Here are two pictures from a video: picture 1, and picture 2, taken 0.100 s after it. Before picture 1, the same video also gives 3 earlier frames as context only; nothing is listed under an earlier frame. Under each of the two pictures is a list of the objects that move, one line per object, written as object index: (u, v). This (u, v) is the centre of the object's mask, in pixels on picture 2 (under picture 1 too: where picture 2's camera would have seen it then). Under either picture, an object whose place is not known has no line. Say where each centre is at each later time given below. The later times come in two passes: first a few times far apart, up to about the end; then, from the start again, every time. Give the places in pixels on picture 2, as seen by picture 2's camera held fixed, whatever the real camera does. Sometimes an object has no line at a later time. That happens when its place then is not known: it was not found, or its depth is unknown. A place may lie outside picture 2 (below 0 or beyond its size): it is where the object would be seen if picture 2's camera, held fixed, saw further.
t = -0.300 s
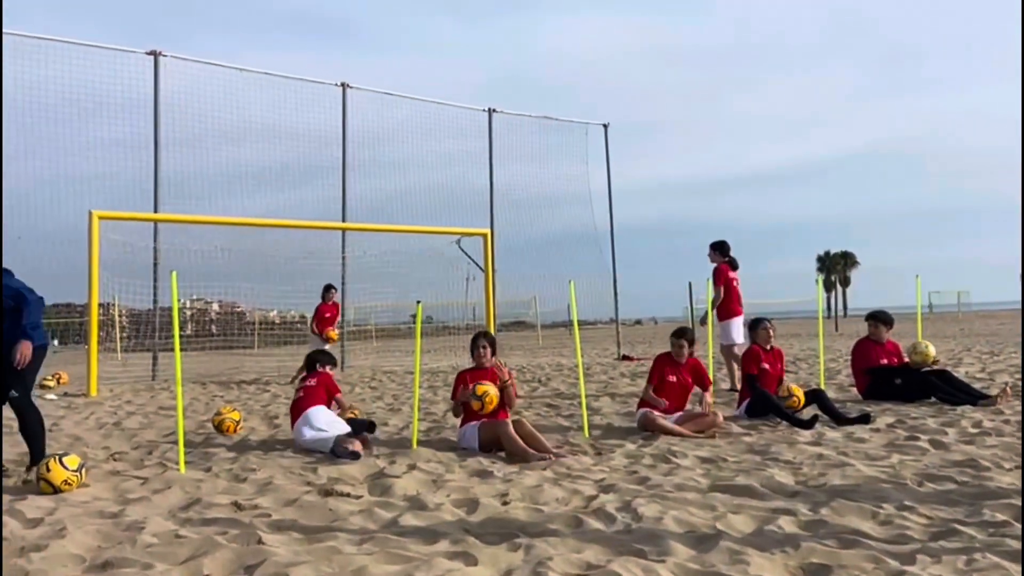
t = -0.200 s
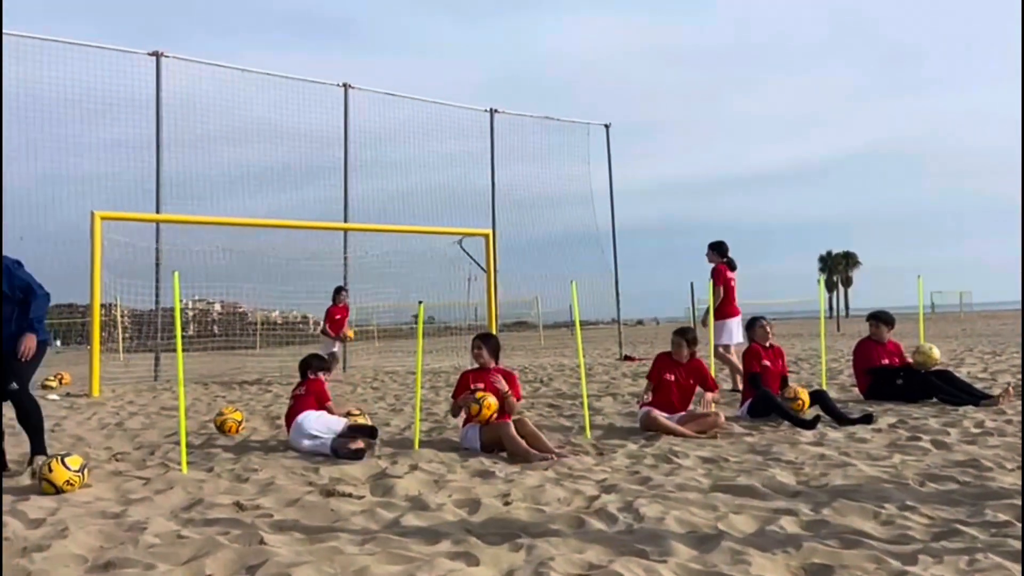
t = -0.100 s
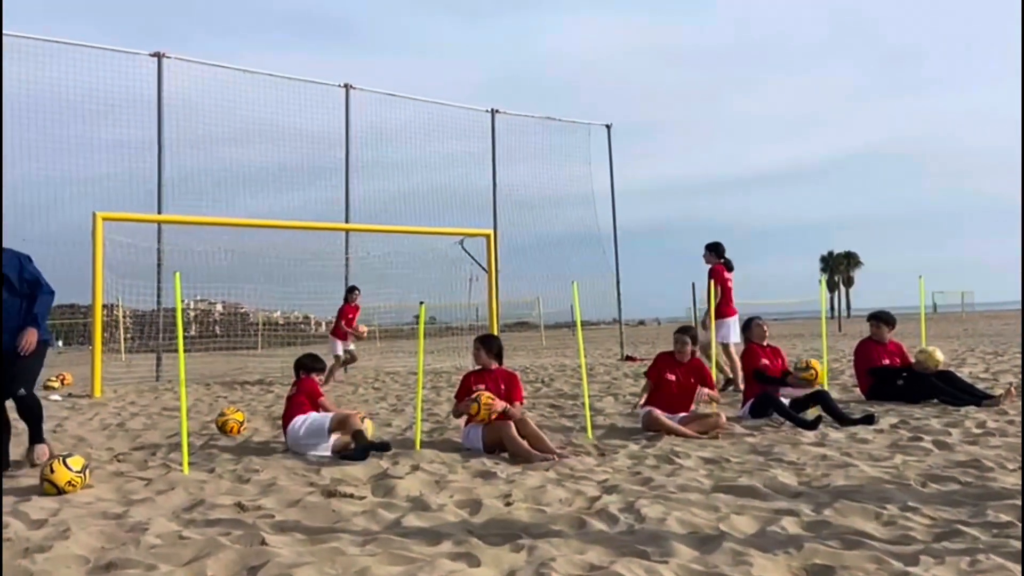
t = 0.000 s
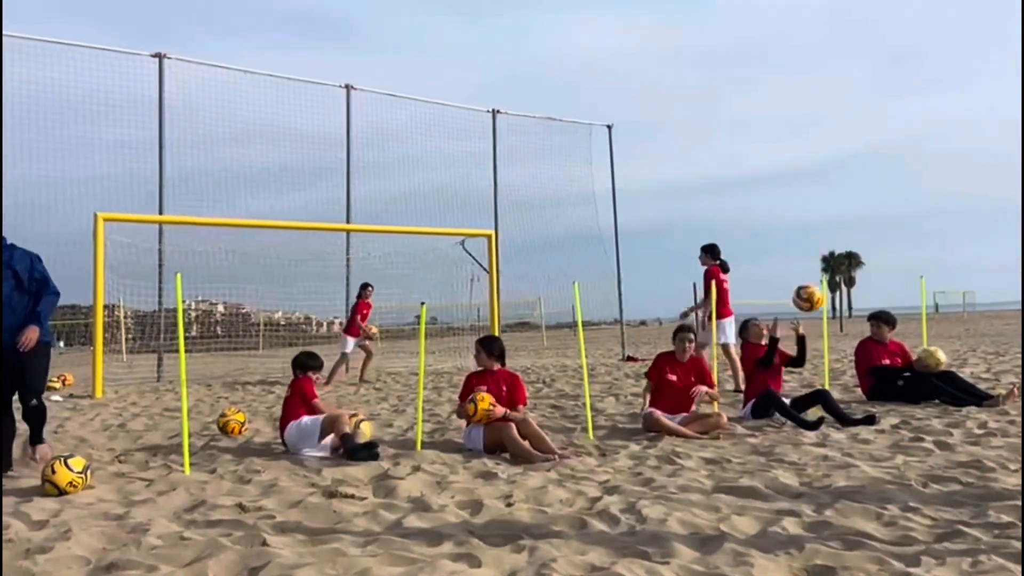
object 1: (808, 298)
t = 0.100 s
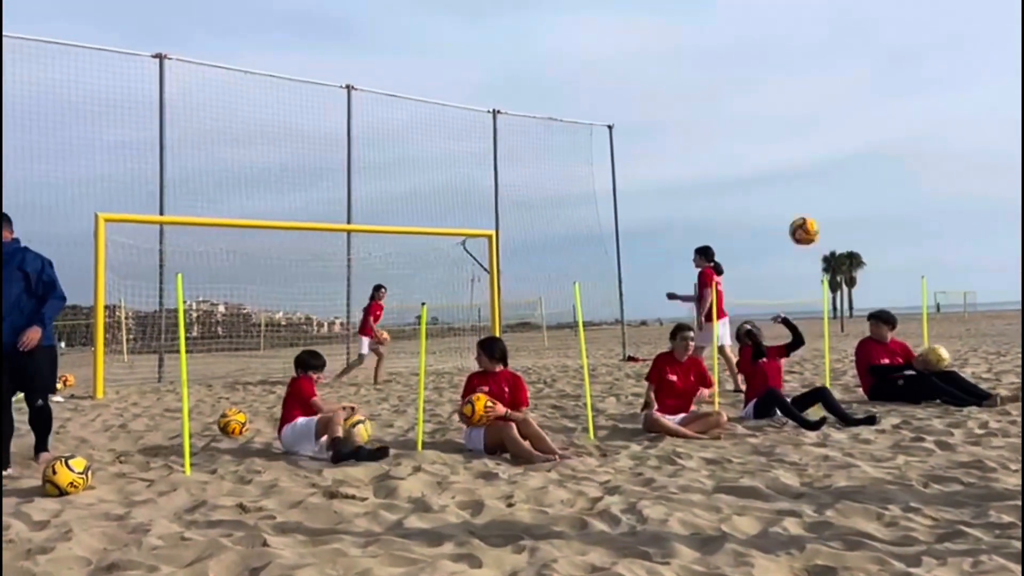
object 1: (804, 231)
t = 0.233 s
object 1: (800, 164)
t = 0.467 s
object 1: (797, 102)
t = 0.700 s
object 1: (797, 108)
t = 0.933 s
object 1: (801, 178)
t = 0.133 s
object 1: (803, 212)
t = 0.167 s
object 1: (802, 194)
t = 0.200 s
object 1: (801, 178)
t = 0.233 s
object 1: (800, 164)
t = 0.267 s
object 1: (799, 150)
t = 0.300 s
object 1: (798, 139)
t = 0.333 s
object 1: (798, 129)
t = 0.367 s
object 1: (798, 120)
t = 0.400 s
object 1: (797, 113)
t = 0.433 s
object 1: (797, 107)
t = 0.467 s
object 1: (797, 102)
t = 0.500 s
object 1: (797, 99)
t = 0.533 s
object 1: (796, 97)
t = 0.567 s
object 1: (796, 96)
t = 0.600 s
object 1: (796, 97)
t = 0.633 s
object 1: (796, 99)
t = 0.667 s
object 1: (796, 103)
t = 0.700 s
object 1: (797, 108)
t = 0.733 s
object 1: (797, 114)
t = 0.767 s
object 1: (798, 121)
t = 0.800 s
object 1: (798, 130)
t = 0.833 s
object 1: (798, 140)
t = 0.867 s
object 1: (799, 151)
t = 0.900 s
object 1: (800, 164)
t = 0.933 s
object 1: (801, 178)
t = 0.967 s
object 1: (802, 193)
